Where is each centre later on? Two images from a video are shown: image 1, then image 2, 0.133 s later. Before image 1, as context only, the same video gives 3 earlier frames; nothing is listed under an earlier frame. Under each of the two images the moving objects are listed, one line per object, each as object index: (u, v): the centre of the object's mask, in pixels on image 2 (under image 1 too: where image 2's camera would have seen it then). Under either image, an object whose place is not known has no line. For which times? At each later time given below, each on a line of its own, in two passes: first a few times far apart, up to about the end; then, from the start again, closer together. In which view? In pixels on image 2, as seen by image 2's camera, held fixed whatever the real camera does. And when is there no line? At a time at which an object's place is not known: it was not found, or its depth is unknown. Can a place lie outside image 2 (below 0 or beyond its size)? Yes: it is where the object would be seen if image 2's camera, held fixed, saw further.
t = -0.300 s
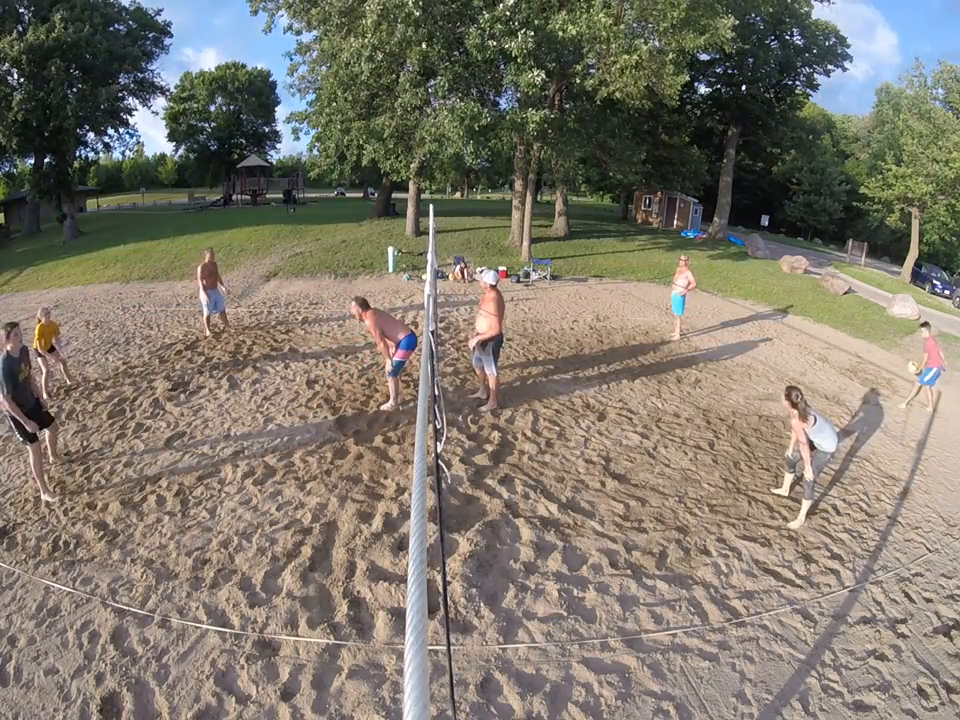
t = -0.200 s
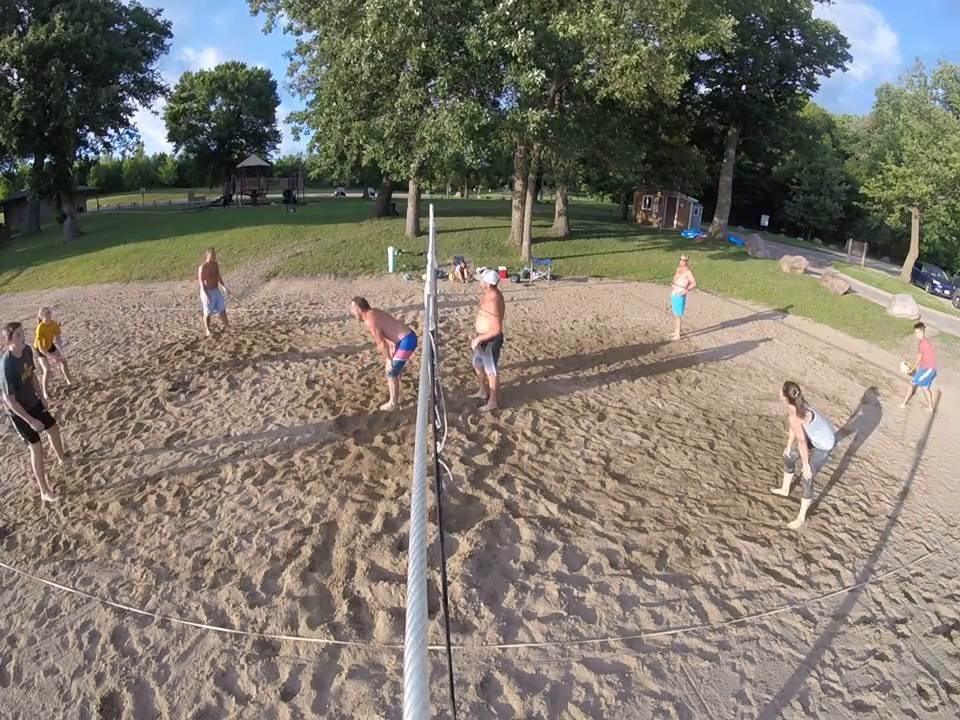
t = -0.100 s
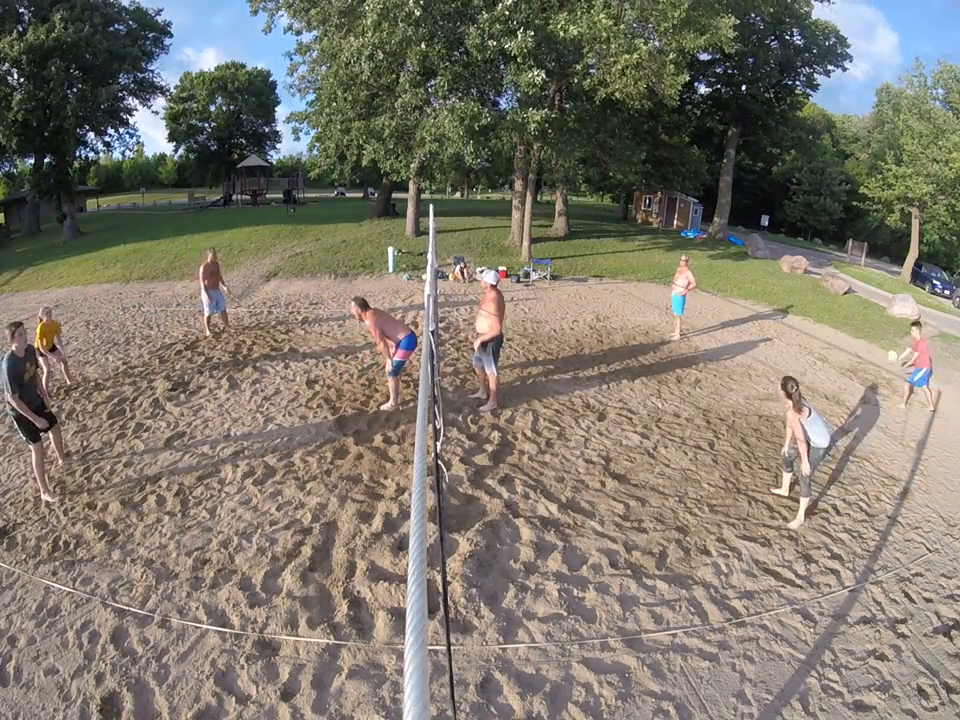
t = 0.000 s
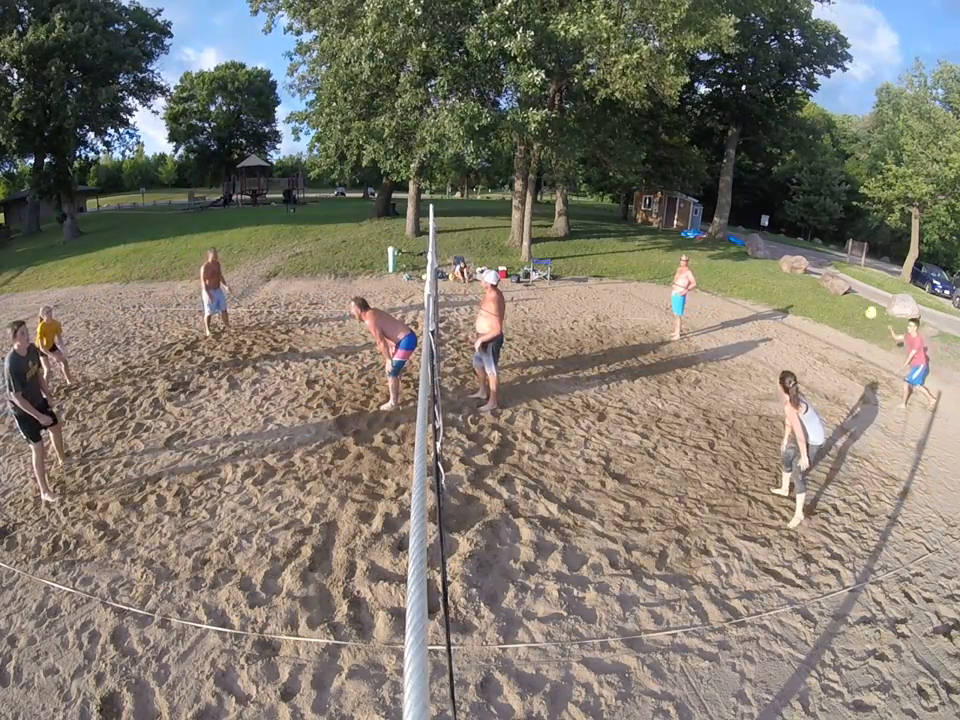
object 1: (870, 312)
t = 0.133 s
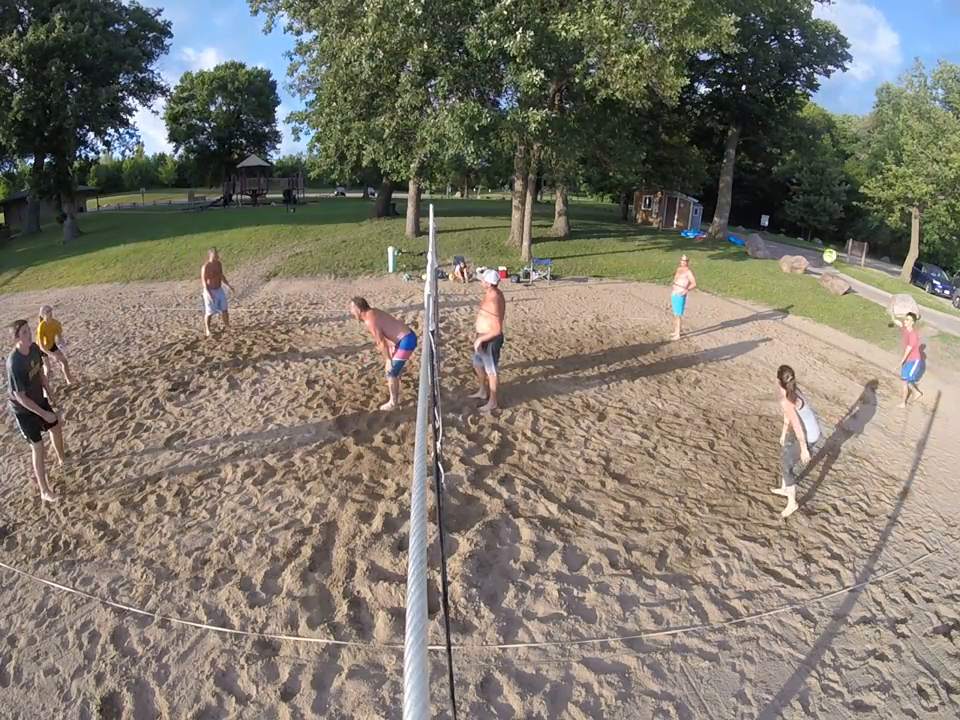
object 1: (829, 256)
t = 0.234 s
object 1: (789, 216)
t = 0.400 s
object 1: (704, 154)
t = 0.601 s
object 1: (576, 105)
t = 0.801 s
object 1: (434, 99)
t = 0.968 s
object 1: (320, 128)
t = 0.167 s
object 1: (817, 242)
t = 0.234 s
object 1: (789, 216)
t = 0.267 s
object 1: (773, 202)
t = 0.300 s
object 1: (757, 189)
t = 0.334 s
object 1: (740, 177)
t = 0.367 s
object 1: (722, 165)
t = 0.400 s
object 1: (704, 154)
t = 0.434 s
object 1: (684, 144)
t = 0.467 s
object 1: (664, 134)
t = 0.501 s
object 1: (643, 126)
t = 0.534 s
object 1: (622, 118)
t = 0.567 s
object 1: (600, 111)
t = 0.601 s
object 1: (576, 105)
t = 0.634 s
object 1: (553, 101)
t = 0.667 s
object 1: (530, 97)
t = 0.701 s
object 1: (505, 95)
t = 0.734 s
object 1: (481, 94)
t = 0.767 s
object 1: (456, 95)
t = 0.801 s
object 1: (434, 99)
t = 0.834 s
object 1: (410, 101)
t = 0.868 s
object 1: (386, 105)
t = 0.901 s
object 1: (364, 113)
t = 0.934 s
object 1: (343, 120)
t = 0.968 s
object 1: (320, 128)
